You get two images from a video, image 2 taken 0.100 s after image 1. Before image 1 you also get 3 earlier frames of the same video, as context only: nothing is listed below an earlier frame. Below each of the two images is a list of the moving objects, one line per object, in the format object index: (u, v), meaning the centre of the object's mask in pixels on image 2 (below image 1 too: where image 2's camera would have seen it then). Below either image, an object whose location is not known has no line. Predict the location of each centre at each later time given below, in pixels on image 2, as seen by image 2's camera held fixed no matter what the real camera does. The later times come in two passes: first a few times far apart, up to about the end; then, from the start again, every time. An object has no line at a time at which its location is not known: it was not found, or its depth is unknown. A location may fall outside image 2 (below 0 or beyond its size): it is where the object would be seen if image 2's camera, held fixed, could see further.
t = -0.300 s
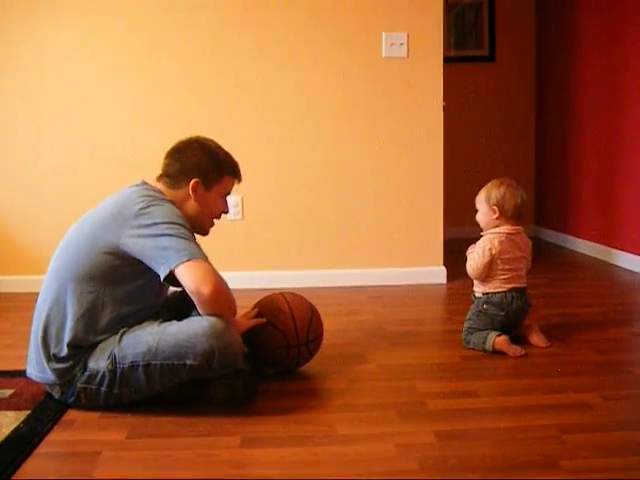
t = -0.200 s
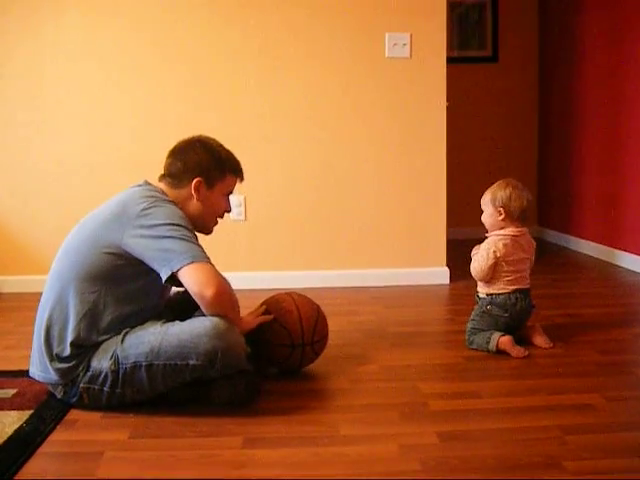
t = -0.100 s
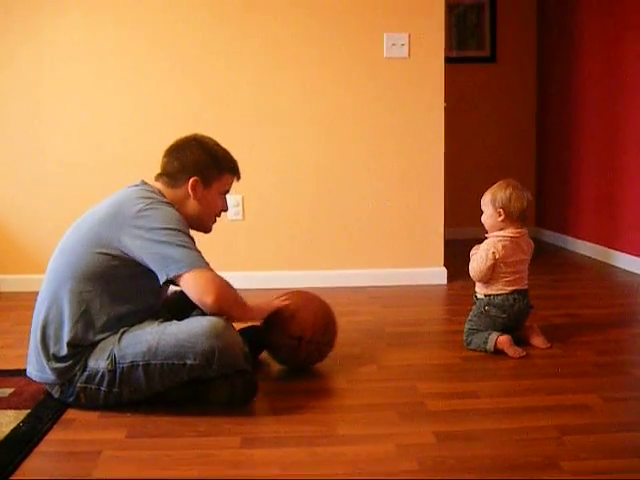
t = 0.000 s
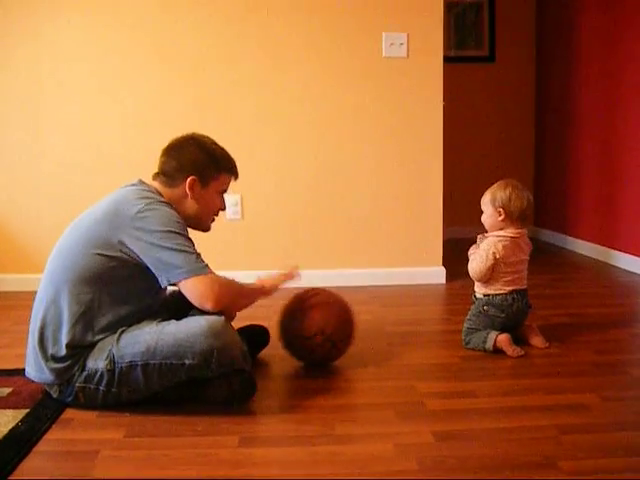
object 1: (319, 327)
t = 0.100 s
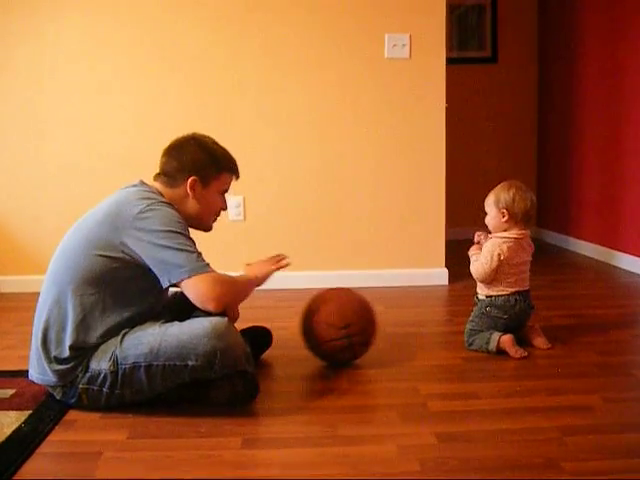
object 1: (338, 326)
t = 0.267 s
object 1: (369, 323)
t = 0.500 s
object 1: (411, 319)
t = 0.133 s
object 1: (344, 325)
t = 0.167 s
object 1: (350, 325)
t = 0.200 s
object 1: (357, 324)
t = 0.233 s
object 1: (363, 323)
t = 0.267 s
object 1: (369, 323)
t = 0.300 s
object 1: (375, 322)
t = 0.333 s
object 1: (381, 322)
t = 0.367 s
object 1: (387, 321)
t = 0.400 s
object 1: (393, 321)
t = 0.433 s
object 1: (399, 320)
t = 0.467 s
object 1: (404, 319)
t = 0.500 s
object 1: (411, 319)
